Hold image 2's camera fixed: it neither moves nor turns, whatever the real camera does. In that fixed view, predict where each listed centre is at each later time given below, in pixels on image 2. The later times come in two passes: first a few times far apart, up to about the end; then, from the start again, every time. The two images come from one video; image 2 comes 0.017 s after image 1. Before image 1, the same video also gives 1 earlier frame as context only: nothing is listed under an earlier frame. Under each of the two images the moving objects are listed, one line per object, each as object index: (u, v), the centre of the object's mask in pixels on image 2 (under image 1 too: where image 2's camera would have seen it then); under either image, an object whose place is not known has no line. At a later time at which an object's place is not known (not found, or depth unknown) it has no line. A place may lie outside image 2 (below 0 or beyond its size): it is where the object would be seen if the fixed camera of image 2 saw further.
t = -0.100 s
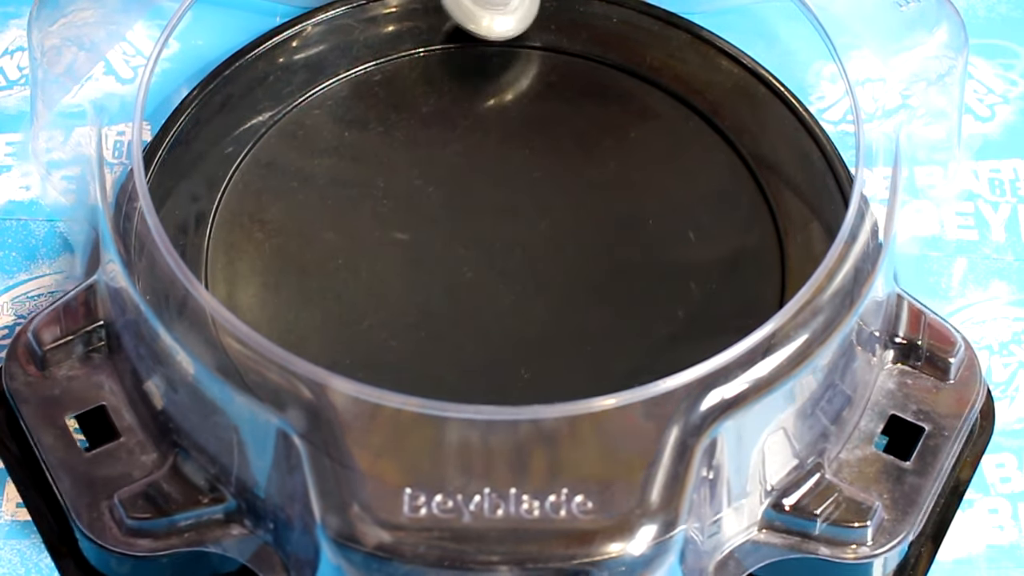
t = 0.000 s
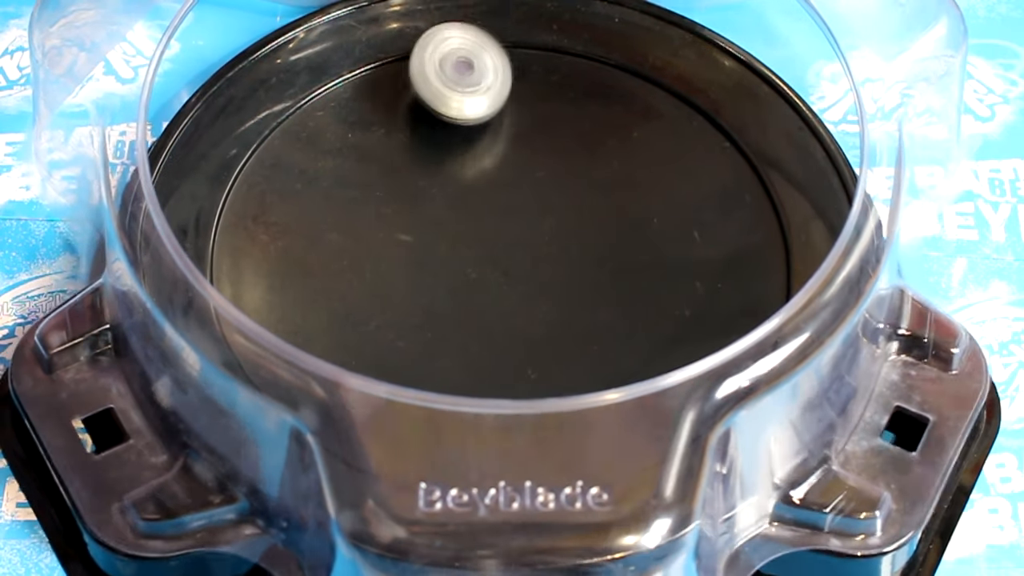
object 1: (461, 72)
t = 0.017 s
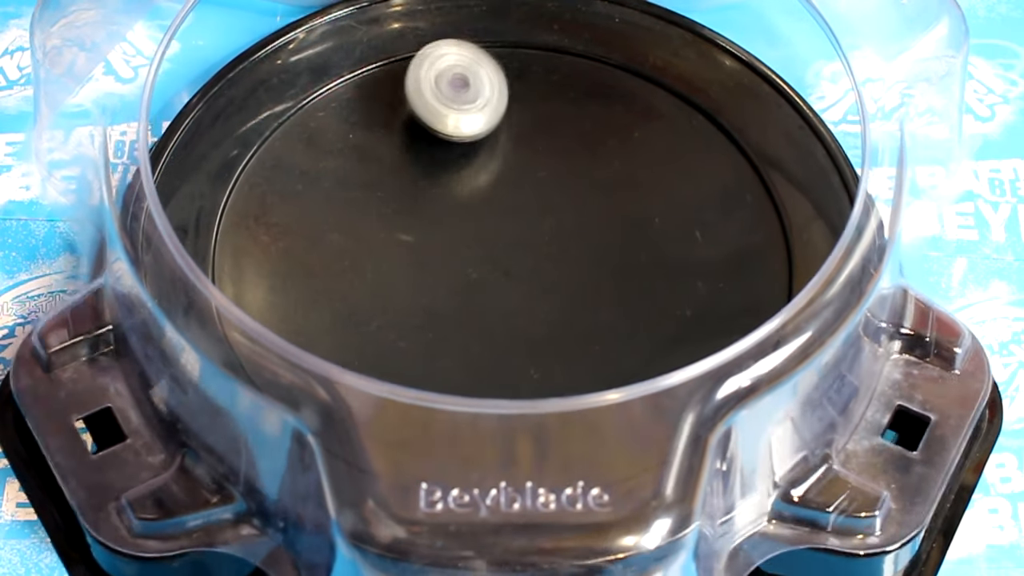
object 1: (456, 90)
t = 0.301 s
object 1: (511, 317)
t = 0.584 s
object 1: (712, 260)
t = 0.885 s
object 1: (632, 85)
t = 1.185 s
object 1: (489, 196)
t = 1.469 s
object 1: (746, 354)
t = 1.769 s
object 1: (678, 189)
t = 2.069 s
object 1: (643, 276)
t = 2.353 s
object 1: (775, 258)
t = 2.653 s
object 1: (418, 233)
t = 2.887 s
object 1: (359, 414)
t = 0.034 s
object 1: (453, 106)
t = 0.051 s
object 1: (450, 124)
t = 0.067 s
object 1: (447, 140)
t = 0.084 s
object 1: (445, 157)
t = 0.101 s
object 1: (444, 174)
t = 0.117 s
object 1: (444, 190)
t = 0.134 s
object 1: (444, 205)
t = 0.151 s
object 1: (445, 220)
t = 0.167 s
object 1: (447, 234)
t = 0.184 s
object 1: (452, 247)
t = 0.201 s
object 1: (458, 259)
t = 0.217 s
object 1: (465, 272)
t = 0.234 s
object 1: (473, 282)
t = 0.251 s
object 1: (481, 293)
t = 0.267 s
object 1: (490, 302)
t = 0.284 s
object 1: (500, 309)
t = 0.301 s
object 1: (511, 317)
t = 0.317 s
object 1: (524, 322)
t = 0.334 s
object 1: (536, 327)
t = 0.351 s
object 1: (549, 329)
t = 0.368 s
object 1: (562, 333)
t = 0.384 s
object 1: (575, 332)
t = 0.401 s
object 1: (588, 333)
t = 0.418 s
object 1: (601, 332)
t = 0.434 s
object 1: (614, 329)
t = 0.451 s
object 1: (627, 326)
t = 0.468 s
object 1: (639, 321)
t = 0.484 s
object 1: (652, 314)
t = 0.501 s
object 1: (664, 308)
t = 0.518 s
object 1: (675, 300)
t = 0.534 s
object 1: (685, 292)
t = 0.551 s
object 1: (695, 283)
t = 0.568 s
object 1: (703, 272)
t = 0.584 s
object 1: (712, 260)
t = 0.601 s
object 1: (720, 249)
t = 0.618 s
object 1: (726, 236)
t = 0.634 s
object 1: (731, 223)
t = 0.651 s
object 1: (735, 211)
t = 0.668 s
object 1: (738, 198)
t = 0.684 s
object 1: (741, 184)
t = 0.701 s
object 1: (743, 171)
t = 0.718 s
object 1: (744, 158)
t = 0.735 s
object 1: (744, 144)
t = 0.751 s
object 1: (743, 131)
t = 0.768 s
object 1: (735, 121)
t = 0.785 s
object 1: (721, 115)
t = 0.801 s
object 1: (706, 111)
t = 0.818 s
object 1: (691, 105)
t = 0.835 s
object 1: (676, 100)
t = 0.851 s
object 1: (661, 94)
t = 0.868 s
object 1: (646, 89)
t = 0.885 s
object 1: (632, 85)
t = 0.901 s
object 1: (618, 80)
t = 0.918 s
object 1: (605, 75)
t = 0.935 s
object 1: (592, 71)
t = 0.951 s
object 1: (581, 66)
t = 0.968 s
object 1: (570, 62)
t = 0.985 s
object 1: (560, 58)
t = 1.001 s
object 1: (549, 56)
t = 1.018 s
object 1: (537, 56)
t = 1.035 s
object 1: (525, 61)
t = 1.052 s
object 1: (513, 68)
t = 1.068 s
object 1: (504, 78)
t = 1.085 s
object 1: (496, 91)
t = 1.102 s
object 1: (489, 105)
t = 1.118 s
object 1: (484, 122)
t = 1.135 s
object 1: (482, 140)
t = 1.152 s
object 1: (482, 159)
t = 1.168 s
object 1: (485, 177)
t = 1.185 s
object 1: (489, 196)
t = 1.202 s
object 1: (495, 215)
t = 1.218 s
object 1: (504, 233)
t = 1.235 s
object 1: (515, 251)
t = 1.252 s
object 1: (527, 268)
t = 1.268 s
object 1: (541, 284)
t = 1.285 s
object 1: (555, 298)
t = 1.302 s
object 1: (572, 311)
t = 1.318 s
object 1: (590, 323)
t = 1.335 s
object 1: (608, 333)
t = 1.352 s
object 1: (625, 339)
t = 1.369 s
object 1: (641, 343)
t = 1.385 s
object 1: (657, 343)
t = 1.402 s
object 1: (678, 352)
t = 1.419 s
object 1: (688, 340)
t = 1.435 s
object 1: (701, 338)
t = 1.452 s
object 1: (728, 354)
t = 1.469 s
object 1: (746, 354)
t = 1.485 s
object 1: (741, 329)
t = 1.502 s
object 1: (740, 326)
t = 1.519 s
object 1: (742, 322)
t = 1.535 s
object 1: (734, 311)
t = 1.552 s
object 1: (737, 308)
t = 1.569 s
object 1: (732, 298)
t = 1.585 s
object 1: (729, 289)
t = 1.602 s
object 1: (725, 280)
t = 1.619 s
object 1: (719, 269)
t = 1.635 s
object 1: (714, 259)
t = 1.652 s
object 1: (708, 249)
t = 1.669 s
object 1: (703, 238)
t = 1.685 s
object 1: (698, 228)
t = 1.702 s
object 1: (693, 219)
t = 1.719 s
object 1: (689, 210)
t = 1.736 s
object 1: (685, 202)
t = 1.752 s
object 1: (681, 195)
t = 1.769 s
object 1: (678, 189)
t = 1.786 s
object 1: (675, 184)
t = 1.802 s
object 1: (673, 181)
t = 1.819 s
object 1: (671, 179)
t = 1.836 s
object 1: (668, 178)
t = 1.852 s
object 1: (665, 179)
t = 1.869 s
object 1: (660, 181)
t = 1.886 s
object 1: (655, 185)
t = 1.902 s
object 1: (650, 190)
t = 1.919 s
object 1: (645, 196)
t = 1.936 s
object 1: (641, 203)
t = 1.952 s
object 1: (637, 211)
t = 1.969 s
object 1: (634, 220)
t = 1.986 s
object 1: (633, 229)
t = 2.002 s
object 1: (633, 239)
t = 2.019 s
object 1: (634, 249)
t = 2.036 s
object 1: (636, 258)
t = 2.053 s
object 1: (639, 268)
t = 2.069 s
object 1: (643, 276)
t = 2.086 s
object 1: (648, 285)
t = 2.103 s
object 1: (654, 292)
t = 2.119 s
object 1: (661, 299)
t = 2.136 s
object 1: (667, 304)
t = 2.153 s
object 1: (671, 309)
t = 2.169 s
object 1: (678, 314)
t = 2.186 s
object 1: (687, 316)
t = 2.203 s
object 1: (695, 316)
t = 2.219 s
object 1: (704, 314)
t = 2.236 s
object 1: (714, 311)
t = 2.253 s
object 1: (724, 308)
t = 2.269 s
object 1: (735, 302)
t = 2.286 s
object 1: (745, 295)
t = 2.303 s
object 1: (755, 288)
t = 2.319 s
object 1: (764, 279)
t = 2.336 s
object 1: (770, 268)
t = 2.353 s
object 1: (775, 258)
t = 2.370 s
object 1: (775, 247)
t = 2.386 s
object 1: (769, 235)
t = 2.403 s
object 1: (761, 223)
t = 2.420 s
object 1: (748, 212)
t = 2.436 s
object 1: (732, 203)
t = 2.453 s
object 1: (713, 195)
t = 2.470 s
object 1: (691, 189)
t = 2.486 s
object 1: (668, 185)
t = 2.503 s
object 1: (643, 182)
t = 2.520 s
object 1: (617, 182)
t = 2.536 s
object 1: (591, 183)
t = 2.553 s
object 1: (563, 186)
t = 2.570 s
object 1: (536, 190)
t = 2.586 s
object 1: (510, 196)
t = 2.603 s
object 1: (485, 204)
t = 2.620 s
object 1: (462, 212)
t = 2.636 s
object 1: (439, 222)
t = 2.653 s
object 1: (418, 233)
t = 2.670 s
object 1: (398, 246)
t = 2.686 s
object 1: (379, 258)
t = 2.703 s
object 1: (363, 271)
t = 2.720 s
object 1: (348, 285)
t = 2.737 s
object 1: (336, 299)
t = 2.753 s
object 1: (326, 313)
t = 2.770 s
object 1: (323, 322)
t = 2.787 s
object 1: (311, 343)
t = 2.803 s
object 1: (308, 358)
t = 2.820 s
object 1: (304, 375)
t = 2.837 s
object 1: (306, 393)
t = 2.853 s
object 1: (314, 405)
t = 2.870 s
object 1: (337, 407)
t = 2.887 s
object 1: (359, 414)
